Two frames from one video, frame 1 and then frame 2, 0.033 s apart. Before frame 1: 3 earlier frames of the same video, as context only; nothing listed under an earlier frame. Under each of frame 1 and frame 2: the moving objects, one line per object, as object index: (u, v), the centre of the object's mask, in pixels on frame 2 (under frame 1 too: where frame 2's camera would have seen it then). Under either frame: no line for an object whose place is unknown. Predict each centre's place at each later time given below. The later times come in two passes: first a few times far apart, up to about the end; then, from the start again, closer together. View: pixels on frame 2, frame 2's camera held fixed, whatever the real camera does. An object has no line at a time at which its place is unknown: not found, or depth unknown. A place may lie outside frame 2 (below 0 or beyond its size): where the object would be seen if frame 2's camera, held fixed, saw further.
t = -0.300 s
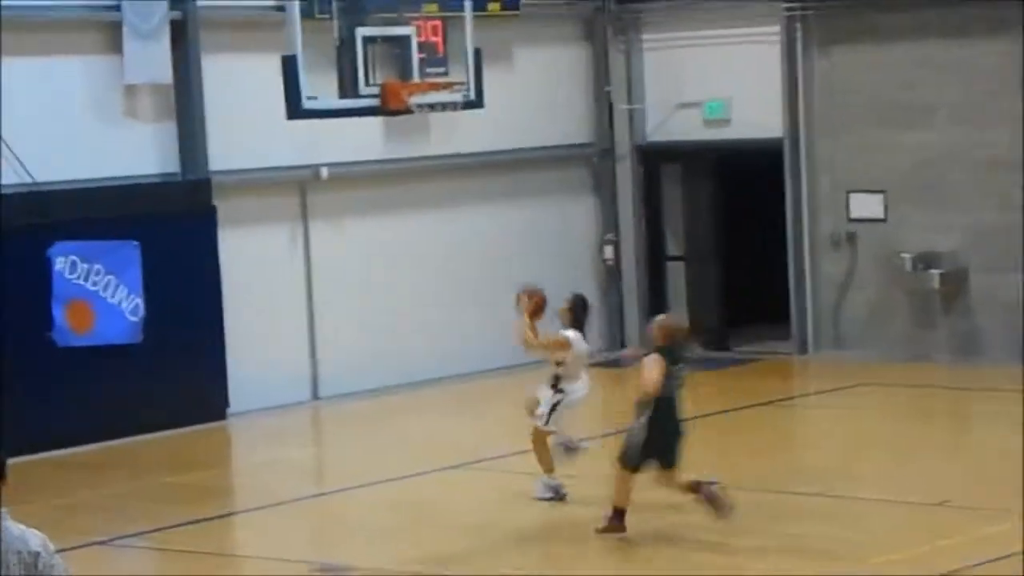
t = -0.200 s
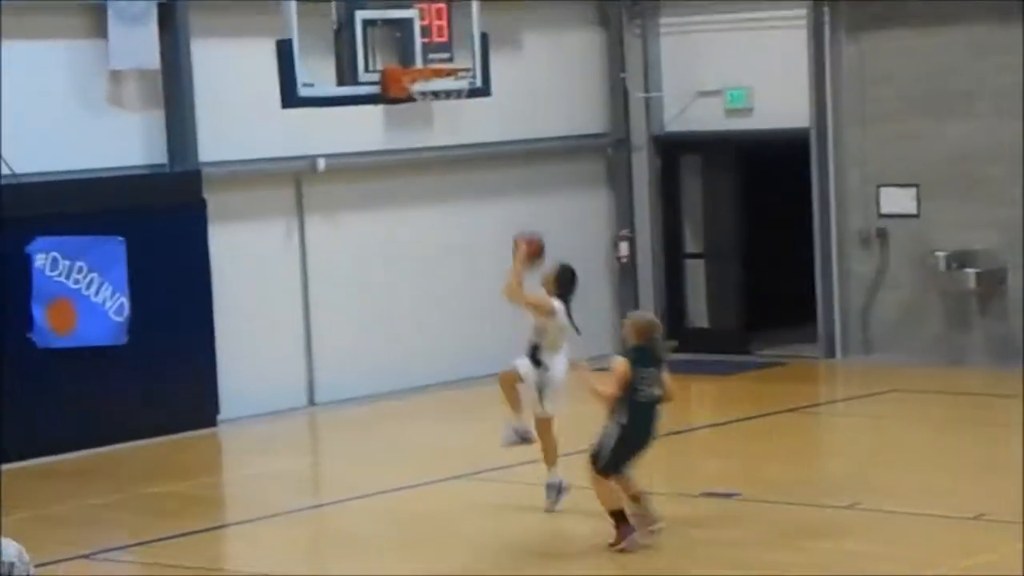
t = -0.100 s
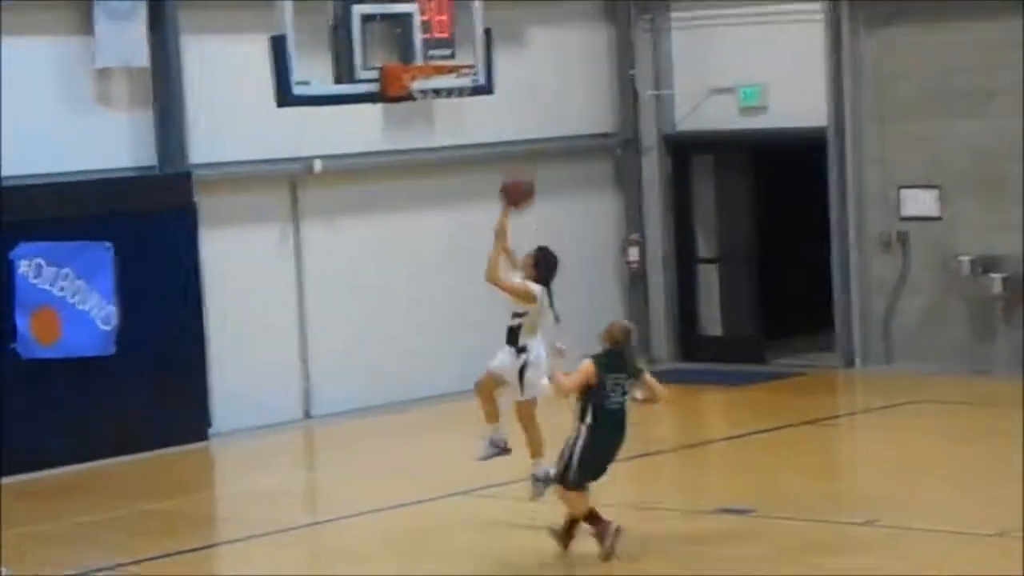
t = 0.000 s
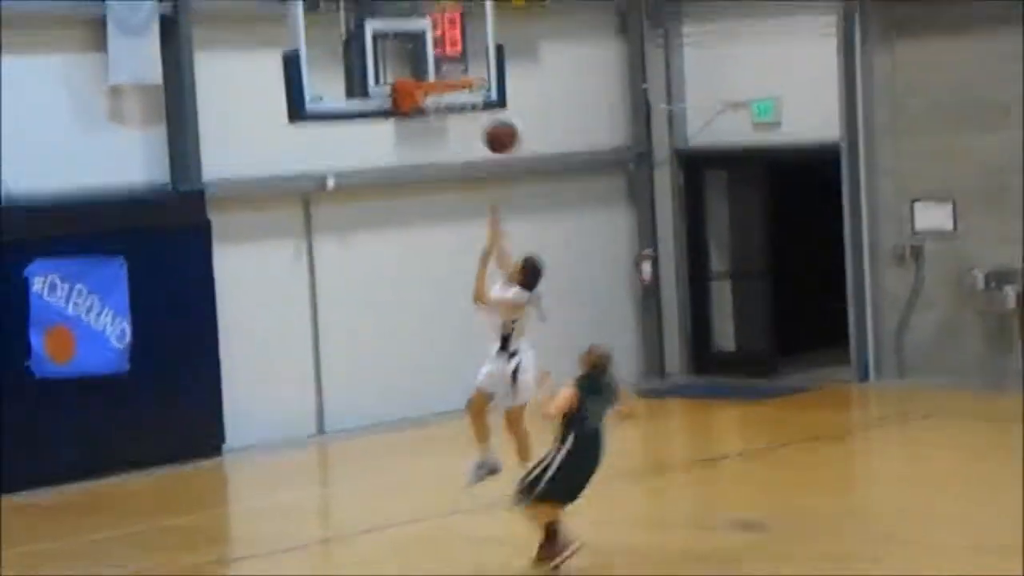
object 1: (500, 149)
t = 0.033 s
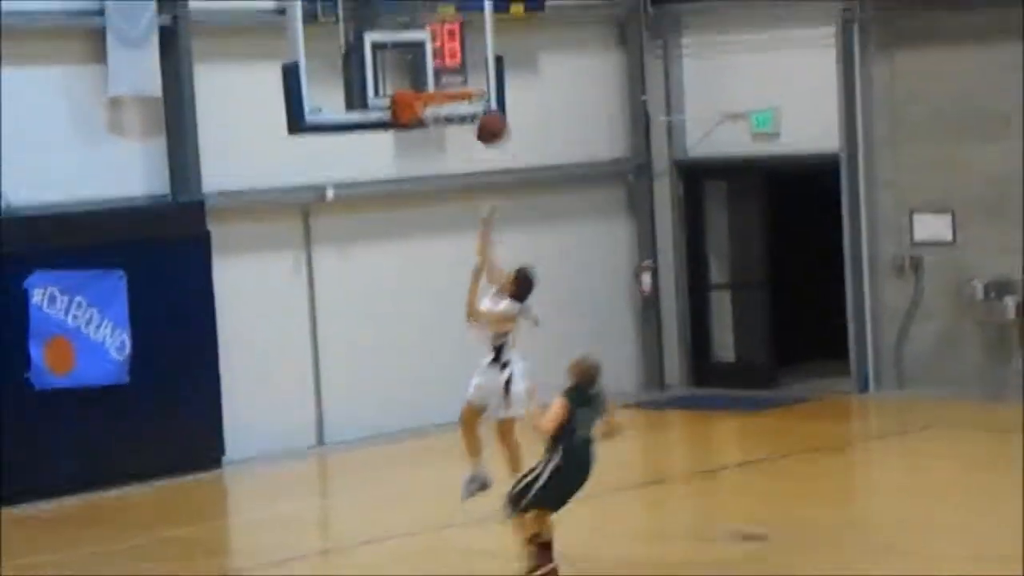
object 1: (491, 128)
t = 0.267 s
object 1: (444, 46)
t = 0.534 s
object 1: (458, 79)
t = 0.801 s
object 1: (465, 175)
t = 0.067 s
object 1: (493, 113)
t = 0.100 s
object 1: (469, 92)
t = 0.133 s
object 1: (459, 76)
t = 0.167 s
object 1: (449, 64)
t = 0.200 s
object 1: (441, 55)
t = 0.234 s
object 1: (442, 49)
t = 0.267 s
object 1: (444, 46)
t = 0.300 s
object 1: (445, 44)
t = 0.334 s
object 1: (446, 45)
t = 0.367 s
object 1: (448, 47)
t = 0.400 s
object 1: (450, 51)
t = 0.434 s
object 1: (453, 57)
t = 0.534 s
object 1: (458, 79)
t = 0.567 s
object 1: (462, 97)
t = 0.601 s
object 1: (465, 113)
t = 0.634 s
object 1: (466, 125)
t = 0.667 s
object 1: (467, 132)
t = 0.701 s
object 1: (467, 142)
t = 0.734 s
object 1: (466, 154)
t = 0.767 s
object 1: (465, 161)
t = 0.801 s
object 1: (465, 175)
